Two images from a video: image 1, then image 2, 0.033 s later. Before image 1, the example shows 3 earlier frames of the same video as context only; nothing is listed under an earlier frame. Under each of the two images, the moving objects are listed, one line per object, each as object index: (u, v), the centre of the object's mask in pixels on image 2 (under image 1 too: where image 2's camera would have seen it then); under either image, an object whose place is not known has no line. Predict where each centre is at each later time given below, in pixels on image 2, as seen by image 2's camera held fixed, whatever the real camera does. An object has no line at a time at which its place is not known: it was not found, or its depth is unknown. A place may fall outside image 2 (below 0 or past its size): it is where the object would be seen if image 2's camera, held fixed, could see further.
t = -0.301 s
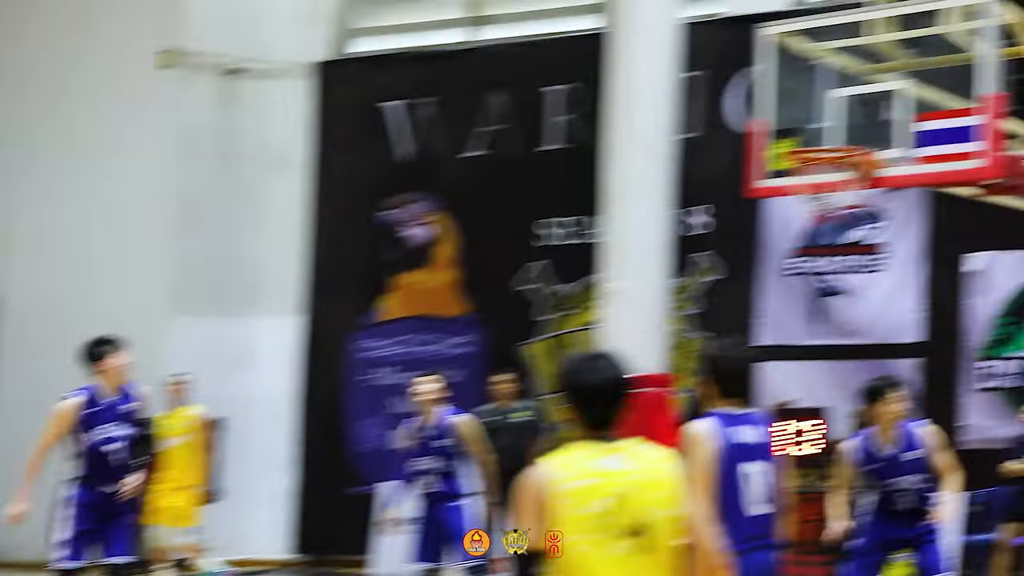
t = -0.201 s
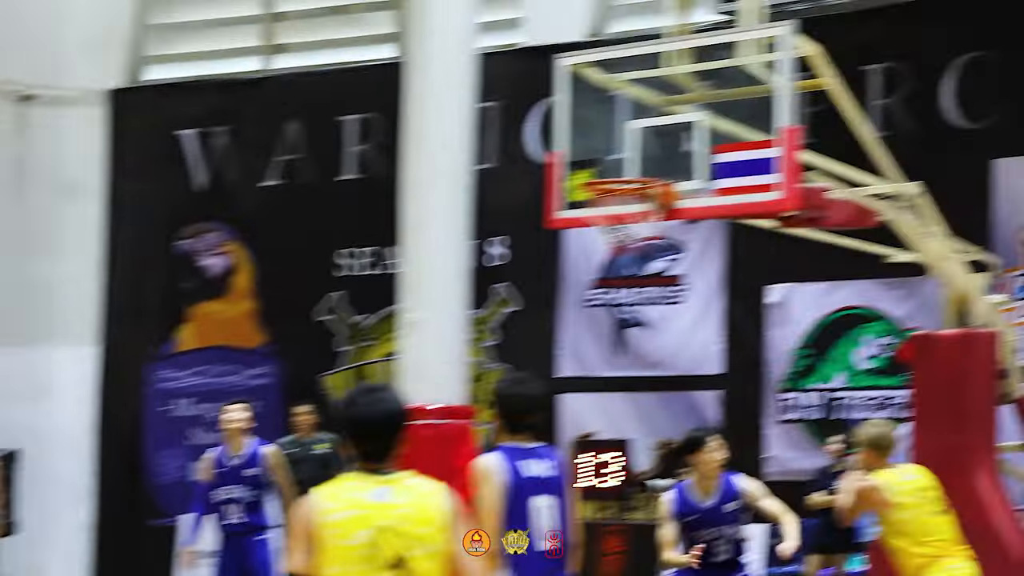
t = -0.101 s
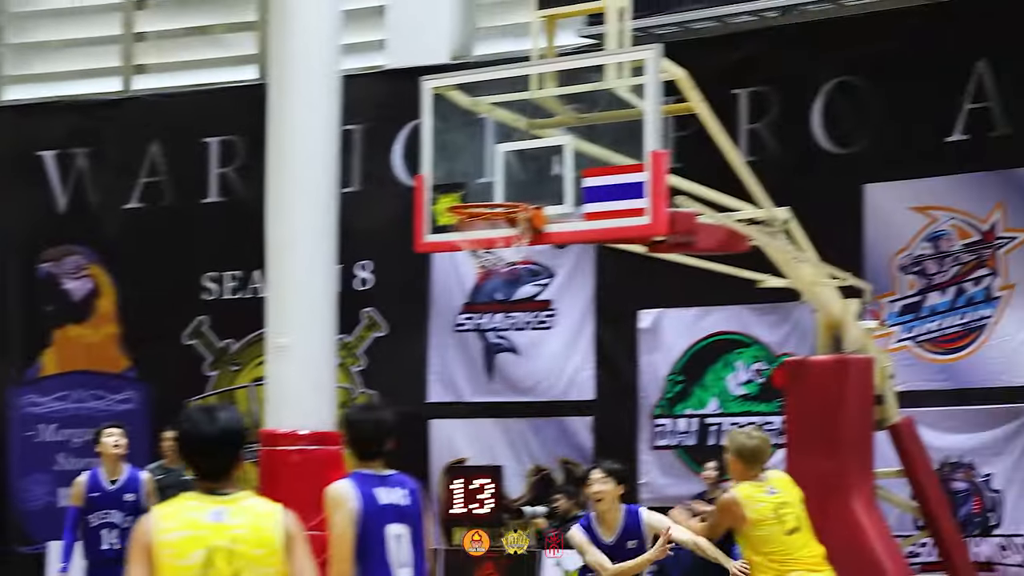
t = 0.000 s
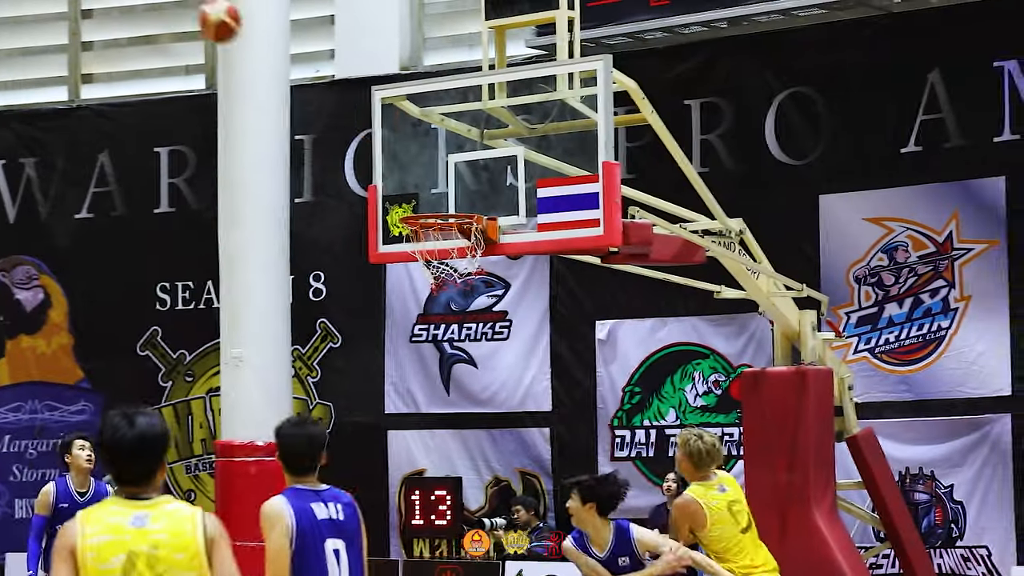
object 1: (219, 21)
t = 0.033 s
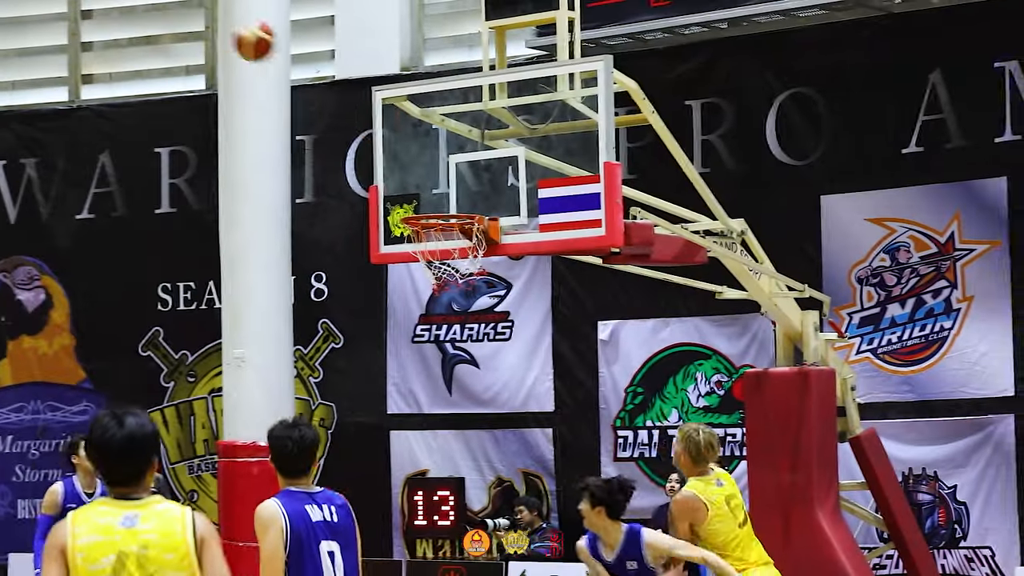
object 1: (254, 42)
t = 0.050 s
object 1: (272, 51)
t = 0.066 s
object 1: (288, 61)
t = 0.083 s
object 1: (306, 73)
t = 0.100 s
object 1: (323, 83)
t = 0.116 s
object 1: (340, 96)
